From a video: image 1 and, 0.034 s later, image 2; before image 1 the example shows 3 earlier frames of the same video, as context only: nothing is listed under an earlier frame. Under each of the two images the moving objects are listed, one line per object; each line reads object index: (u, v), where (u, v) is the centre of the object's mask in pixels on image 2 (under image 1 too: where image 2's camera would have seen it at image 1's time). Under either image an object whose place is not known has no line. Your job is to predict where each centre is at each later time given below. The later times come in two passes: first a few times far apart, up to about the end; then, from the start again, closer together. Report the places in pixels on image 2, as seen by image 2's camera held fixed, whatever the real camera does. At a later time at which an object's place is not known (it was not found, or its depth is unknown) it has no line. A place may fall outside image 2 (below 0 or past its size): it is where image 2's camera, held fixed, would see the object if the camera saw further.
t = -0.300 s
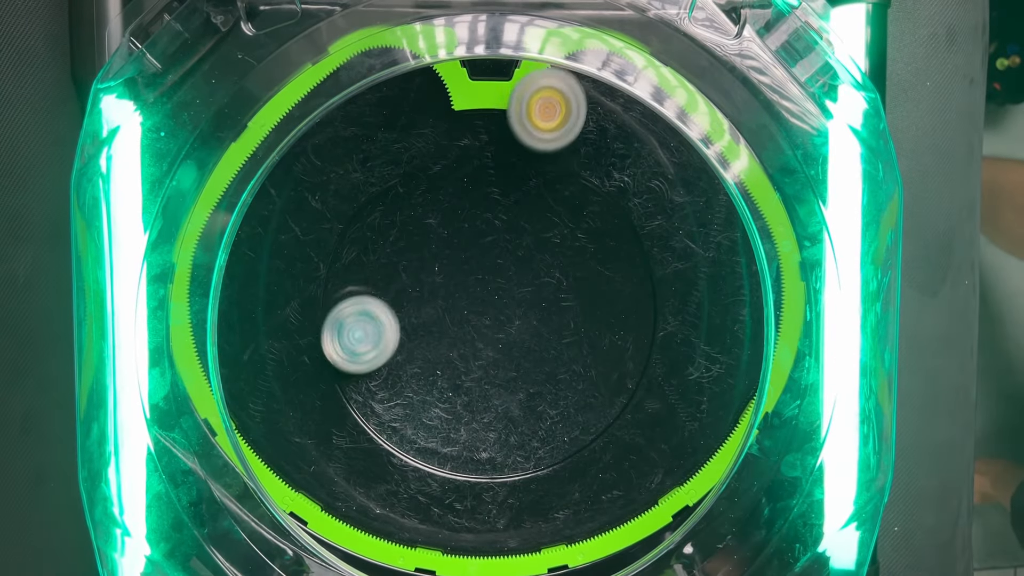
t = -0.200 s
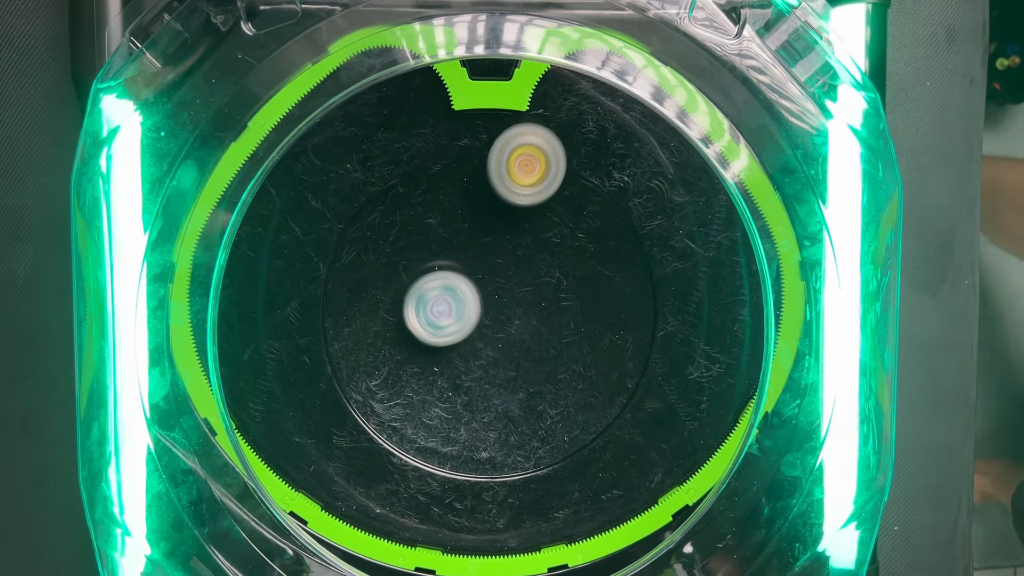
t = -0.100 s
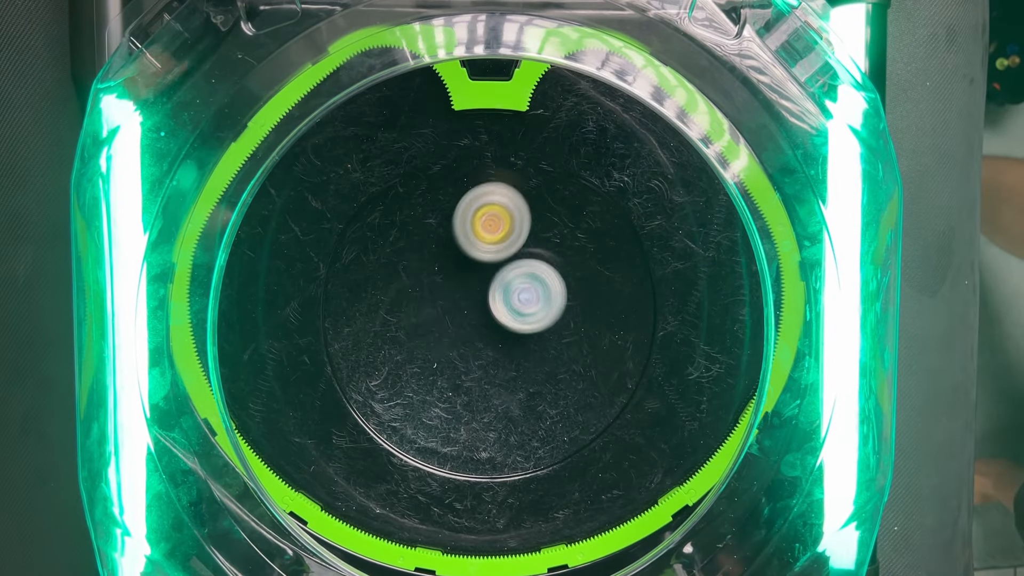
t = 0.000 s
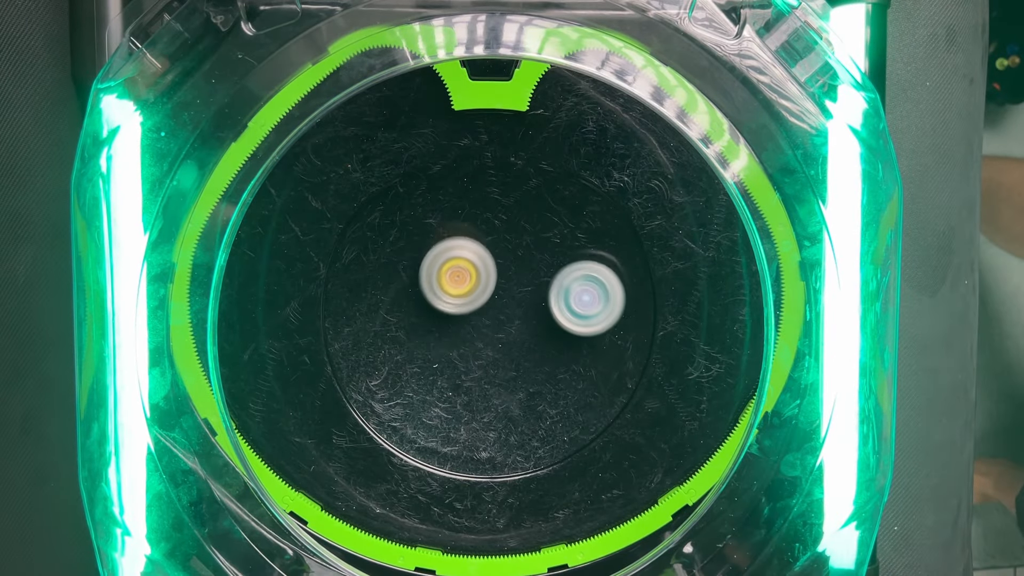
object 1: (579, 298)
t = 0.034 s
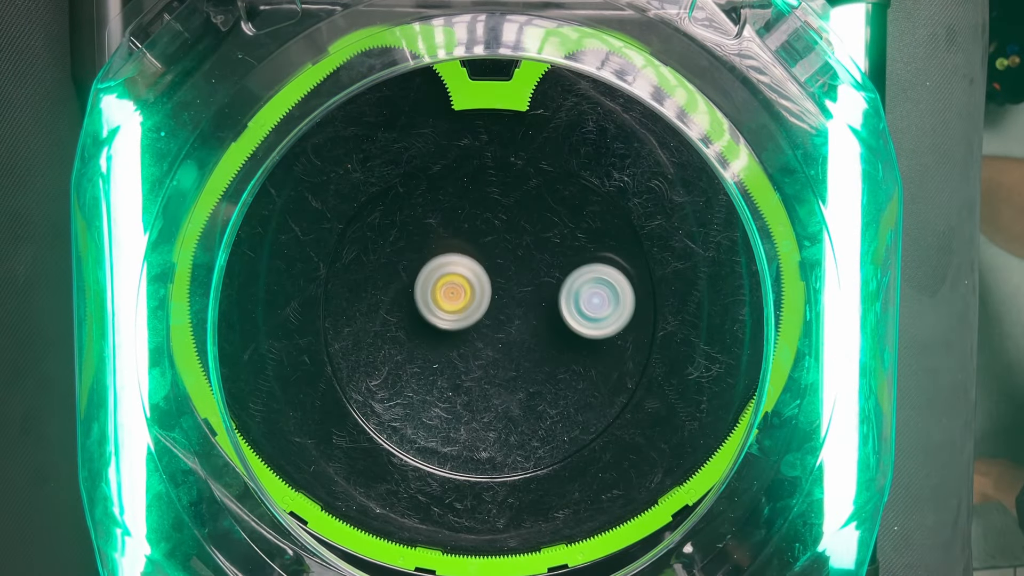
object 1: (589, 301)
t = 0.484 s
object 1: (643, 273)
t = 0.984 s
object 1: (270, 439)
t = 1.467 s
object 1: (671, 460)
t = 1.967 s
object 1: (361, 194)
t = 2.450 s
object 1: (540, 116)
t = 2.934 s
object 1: (679, 423)
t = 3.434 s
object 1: (436, 425)
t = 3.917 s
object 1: (570, 154)
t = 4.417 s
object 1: (564, 422)
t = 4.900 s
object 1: (507, 156)
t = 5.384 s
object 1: (478, 244)
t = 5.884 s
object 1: (629, 257)
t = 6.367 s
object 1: (609, 310)
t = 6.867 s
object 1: (496, 383)
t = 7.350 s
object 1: (471, 392)
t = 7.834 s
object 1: (496, 377)
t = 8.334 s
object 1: (422, 403)
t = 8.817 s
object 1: (462, 268)
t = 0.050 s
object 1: (592, 303)
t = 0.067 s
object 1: (595, 305)
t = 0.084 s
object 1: (595, 306)
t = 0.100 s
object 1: (594, 308)
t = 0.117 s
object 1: (592, 310)
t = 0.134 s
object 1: (588, 312)
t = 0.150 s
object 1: (583, 314)
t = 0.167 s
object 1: (576, 317)
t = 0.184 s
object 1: (569, 319)
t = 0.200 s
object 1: (560, 322)
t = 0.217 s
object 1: (565, 322)
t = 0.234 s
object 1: (589, 320)
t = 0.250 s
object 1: (614, 317)
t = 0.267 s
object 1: (637, 314)
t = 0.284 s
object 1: (650, 311)
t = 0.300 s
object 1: (653, 307)
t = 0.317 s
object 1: (656, 303)
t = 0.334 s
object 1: (659, 298)
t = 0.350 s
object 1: (663, 293)
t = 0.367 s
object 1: (663, 288)
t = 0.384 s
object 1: (663, 286)
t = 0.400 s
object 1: (661, 283)
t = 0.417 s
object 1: (659, 280)
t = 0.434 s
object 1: (656, 277)
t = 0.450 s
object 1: (653, 276)
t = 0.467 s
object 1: (649, 275)
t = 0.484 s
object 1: (643, 273)
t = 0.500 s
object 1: (635, 272)
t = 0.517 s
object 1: (626, 271)
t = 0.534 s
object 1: (614, 270)
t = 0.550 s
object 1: (602, 269)
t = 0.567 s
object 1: (589, 269)
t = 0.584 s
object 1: (574, 269)
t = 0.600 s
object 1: (558, 269)
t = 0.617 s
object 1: (540, 269)
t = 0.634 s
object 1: (522, 271)
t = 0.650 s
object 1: (502, 273)
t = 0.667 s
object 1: (483, 277)
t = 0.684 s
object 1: (463, 281)
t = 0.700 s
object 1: (444, 286)
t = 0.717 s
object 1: (423, 292)
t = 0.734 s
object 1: (404, 299)
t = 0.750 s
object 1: (384, 307)
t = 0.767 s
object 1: (366, 315)
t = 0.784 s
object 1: (349, 324)
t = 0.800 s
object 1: (331, 334)
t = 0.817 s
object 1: (316, 344)
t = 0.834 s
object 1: (306, 354)
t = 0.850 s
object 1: (300, 363)
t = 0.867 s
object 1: (295, 372)
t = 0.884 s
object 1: (291, 380)
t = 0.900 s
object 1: (287, 389)
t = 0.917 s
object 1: (282, 400)
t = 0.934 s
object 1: (279, 409)
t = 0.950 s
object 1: (275, 418)
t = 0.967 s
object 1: (272, 429)
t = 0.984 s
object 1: (270, 439)
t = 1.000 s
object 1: (269, 448)
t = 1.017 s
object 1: (265, 461)
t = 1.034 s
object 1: (264, 474)
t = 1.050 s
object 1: (290, 478)
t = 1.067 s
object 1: (315, 484)
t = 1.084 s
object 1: (344, 487)
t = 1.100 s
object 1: (371, 490)
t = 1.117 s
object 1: (403, 494)
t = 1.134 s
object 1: (431, 497)
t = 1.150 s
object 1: (451, 500)
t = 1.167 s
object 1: (475, 503)
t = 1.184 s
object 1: (500, 505)
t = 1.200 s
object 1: (523, 506)
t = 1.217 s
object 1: (545, 507)
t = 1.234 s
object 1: (565, 507)
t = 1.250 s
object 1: (584, 506)
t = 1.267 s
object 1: (600, 506)
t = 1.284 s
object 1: (615, 505)
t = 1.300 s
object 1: (629, 503)
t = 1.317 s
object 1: (641, 501)
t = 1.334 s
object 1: (651, 498)
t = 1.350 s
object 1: (658, 495)
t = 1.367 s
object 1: (664, 490)
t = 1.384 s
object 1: (667, 485)
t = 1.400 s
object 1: (670, 481)
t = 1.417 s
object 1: (672, 476)
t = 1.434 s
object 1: (672, 471)
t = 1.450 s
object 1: (672, 466)
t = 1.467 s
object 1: (671, 460)
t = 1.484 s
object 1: (670, 454)
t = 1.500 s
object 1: (668, 449)
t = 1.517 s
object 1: (666, 444)
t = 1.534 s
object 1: (663, 438)
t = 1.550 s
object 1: (660, 432)
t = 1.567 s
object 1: (657, 425)
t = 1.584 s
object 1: (654, 420)
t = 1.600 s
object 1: (649, 413)
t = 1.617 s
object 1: (645, 407)
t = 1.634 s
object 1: (641, 401)
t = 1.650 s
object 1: (636, 395)
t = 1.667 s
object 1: (631, 388)
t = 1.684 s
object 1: (624, 380)
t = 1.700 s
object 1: (617, 370)
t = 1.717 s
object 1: (608, 359)
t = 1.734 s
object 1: (600, 348)
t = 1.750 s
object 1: (589, 336)
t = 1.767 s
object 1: (577, 323)
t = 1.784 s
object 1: (565, 309)
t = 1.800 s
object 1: (550, 295)
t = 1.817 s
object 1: (535, 282)
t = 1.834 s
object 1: (519, 268)
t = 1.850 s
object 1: (501, 255)
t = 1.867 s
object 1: (482, 243)
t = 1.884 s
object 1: (462, 232)
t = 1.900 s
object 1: (442, 221)
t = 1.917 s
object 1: (422, 213)
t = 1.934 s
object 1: (401, 206)
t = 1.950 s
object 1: (381, 199)
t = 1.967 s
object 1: (361, 194)
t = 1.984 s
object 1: (343, 196)
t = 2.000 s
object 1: (327, 197)
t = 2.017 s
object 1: (311, 198)
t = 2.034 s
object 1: (297, 200)
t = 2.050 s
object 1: (280, 204)
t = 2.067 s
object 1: (262, 208)
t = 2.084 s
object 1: (246, 210)
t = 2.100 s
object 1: (235, 216)
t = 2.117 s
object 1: (210, 220)
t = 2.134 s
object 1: (195, 231)
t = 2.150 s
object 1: (194, 273)
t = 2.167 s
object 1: (217, 321)
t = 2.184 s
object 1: (228, 367)
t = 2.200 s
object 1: (237, 411)
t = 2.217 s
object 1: (275, 453)
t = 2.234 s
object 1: (334, 485)
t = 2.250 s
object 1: (407, 518)
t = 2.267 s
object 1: (477, 543)
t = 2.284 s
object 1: (550, 529)
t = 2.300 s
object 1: (622, 507)
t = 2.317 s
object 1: (681, 470)
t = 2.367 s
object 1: (770, 274)
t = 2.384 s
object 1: (736, 211)
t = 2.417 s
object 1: (635, 112)
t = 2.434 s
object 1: (571, 87)
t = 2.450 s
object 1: (540, 116)
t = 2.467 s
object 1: (509, 173)
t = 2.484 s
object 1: (478, 235)
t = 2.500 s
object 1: (449, 293)
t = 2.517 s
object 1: (419, 352)
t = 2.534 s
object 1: (393, 407)
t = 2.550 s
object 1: (370, 462)
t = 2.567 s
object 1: (351, 509)
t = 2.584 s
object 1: (350, 542)
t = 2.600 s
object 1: (362, 552)
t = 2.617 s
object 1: (375, 561)
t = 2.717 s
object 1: (485, 562)
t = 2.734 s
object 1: (505, 556)
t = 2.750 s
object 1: (523, 552)
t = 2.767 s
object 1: (543, 546)
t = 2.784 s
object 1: (562, 539)
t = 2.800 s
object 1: (579, 529)
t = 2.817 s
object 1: (596, 514)
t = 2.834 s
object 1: (611, 502)
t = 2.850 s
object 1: (625, 489)
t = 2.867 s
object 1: (639, 475)
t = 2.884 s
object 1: (651, 462)
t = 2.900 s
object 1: (662, 450)
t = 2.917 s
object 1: (671, 437)
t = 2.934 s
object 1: (679, 423)
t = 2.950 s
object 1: (686, 409)
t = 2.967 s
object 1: (693, 395)
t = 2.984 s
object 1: (698, 379)
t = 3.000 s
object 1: (702, 364)
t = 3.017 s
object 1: (704, 348)
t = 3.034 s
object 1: (705, 330)
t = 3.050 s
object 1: (705, 313)
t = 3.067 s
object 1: (704, 296)
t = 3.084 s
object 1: (697, 278)
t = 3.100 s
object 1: (693, 261)
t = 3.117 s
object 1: (688, 243)
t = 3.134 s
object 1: (681, 225)
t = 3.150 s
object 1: (674, 207)
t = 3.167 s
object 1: (666, 189)
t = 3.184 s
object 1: (656, 171)
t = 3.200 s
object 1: (644, 153)
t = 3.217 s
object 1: (631, 136)
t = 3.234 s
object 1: (617, 120)
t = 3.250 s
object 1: (605, 108)
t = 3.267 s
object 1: (583, 93)
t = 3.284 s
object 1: (572, 84)
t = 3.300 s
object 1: (552, 95)
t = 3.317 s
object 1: (538, 129)
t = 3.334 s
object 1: (520, 177)
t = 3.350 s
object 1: (506, 220)
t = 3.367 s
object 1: (490, 264)
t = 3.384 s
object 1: (476, 306)
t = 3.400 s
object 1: (461, 346)
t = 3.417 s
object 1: (448, 388)
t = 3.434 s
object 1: (436, 425)
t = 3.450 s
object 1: (423, 466)
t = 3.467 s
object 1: (418, 492)
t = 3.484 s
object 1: (415, 513)
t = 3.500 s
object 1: (414, 534)
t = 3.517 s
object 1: (411, 547)
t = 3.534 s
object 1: (411, 556)
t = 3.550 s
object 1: (419, 560)
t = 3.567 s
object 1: (419, 553)
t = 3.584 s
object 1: (427, 545)
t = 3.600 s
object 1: (435, 535)
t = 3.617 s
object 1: (443, 518)
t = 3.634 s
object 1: (452, 502)
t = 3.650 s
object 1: (460, 488)
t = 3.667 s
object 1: (468, 472)
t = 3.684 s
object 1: (476, 455)
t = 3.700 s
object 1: (484, 437)
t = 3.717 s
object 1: (495, 418)
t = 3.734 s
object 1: (505, 399)
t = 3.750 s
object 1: (514, 380)
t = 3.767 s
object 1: (525, 358)
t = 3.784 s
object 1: (534, 337)
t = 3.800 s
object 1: (542, 314)
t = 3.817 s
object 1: (551, 291)
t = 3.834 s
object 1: (560, 267)
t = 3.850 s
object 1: (562, 244)
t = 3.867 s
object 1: (565, 222)
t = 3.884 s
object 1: (568, 199)
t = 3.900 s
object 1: (570, 176)
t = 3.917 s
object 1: (570, 154)
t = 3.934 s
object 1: (569, 132)
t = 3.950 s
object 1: (567, 111)
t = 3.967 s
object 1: (564, 97)
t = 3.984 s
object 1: (562, 86)
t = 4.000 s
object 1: (560, 97)
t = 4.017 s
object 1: (563, 124)
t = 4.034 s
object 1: (562, 163)
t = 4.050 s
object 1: (561, 200)
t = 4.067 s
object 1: (562, 237)
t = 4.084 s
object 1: (561, 274)
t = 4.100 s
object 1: (560, 307)
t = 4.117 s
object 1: (560, 334)
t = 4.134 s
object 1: (563, 348)
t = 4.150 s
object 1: (565, 359)
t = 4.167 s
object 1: (567, 372)
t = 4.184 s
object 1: (569, 383)
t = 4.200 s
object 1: (571, 394)
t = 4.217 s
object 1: (572, 403)
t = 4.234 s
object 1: (572, 411)
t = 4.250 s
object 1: (573, 418)
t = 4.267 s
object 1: (572, 424)
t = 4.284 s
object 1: (572, 429)
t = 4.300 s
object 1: (571, 432)
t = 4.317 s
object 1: (571, 435)
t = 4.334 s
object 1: (570, 436)
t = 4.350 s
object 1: (569, 435)
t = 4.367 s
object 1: (567, 434)
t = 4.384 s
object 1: (566, 431)
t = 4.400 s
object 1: (565, 428)
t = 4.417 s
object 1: (564, 422)
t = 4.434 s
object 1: (563, 416)
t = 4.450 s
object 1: (562, 409)
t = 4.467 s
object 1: (561, 401)
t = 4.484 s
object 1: (559, 392)
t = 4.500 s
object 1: (557, 382)
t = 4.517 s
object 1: (557, 372)
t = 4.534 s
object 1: (555, 361)
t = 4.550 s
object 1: (554, 349)
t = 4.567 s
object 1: (552, 337)
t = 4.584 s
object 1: (550, 324)
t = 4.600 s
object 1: (549, 312)
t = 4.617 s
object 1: (547, 299)
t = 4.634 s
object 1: (545, 286)
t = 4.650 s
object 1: (543, 272)
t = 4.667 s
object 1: (542, 258)
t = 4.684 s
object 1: (541, 245)
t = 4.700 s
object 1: (539, 231)
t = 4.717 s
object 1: (537, 219)
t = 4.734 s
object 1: (534, 208)
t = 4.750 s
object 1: (532, 198)
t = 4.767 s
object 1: (529, 189)
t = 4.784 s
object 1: (525, 180)
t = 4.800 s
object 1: (521, 173)
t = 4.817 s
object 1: (519, 167)
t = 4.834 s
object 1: (517, 164)
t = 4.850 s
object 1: (514, 160)
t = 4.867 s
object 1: (511, 158)
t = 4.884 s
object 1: (509, 157)
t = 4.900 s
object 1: (507, 156)
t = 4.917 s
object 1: (505, 156)
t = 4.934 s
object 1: (503, 156)
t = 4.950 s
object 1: (501, 157)
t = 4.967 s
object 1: (499, 158)
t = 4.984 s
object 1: (498, 159)
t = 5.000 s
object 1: (496, 161)
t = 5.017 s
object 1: (494, 163)
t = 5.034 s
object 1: (493, 165)
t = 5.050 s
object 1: (491, 168)
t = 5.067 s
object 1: (490, 169)
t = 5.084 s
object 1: (488, 172)
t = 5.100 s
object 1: (487, 176)
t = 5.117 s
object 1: (486, 179)
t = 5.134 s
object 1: (484, 183)
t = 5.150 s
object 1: (483, 187)
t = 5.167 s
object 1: (481, 191)
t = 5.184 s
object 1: (481, 194)
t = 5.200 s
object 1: (480, 199)
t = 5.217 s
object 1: (478, 203)
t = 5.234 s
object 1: (477, 207)
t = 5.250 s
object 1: (476, 212)
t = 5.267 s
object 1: (477, 215)
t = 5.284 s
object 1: (476, 220)
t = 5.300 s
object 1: (478, 223)
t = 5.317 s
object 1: (476, 228)
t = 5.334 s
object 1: (476, 232)
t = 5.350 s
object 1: (476, 236)
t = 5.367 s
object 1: (476, 240)
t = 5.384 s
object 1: (478, 244)
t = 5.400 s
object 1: (478, 248)
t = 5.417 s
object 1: (479, 252)
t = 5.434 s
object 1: (481, 256)
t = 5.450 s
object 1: (482, 260)
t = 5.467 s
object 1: (483, 264)
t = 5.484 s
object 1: (485, 268)
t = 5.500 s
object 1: (486, 272)
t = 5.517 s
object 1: (488, 275)
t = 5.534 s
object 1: (489, 279)
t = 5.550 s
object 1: (491, 283)
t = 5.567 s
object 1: (493, 287)
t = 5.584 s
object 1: (495, 290)
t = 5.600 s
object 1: (497, 294)
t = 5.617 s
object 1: (498, 297)
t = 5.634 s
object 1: (501, 301)
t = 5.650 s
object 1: (503, 304)
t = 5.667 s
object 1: (506, 307)
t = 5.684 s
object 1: (508, 310)
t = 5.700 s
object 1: (511, 312)
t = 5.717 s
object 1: (532, 304)
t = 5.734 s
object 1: (556, 294)
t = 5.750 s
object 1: (572, 286)
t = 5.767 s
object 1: (589, 279)
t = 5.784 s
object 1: (604, 273)
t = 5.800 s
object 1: (617, 267)
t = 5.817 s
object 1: (630, 262)
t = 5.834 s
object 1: (634, 260)
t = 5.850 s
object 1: (633, 259)
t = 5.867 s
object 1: (631, 258)
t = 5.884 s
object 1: (629, 257)
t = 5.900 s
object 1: (625, 257)
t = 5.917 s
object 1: (622, 257)
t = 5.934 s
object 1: (618, 256)
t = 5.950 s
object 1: (614, 256)
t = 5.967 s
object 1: (611, 257)
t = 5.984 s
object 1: (608, 257)
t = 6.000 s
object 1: (604, 257)
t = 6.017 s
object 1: (600, 258)
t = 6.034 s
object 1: (597, 259)
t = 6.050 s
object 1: (593, 260)
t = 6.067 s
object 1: (590, 261)
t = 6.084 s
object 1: (586, 262)
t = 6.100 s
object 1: (582, 263)
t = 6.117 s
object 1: (579, 265)
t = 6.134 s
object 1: (576, 267)
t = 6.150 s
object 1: (572, 269)
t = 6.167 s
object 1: (570, 270)
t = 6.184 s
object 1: (567, 272)
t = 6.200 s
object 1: (565, 274)
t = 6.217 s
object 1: (562, 276)
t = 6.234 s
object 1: (560, 279)
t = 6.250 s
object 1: (557, 281)
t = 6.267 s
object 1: (554, 283)
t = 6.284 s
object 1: (552, 286)
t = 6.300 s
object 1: (550, 288)
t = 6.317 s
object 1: (557, 292)
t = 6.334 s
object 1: (575, 298)
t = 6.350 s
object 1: (593, 304)
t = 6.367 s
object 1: (609, 310)
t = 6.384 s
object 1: (622, 317)
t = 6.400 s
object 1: (634, 322)
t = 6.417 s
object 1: (641, 327)
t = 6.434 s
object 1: (641, 331)
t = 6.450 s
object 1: (641, 334)
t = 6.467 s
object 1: (638, 337)
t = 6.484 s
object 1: (634, 340)
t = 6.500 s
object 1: (628, 343)
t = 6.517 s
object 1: (623, 345)
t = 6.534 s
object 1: (618, 347)
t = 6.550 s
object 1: (612, 350)
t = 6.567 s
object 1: (606, 352)
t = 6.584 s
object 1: (600, 354)
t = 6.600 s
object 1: (594, 357)
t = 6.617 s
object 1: (588, 358)
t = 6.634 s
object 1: (582, 360)
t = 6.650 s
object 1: (575, 362)
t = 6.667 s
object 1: (570, 364)
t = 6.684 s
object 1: (563, 366)
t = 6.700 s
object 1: (557, 368)
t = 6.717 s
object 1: (550, 370)
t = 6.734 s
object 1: (544, 371)
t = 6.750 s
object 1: (537, 373)
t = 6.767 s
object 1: (531, 374)
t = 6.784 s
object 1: (525, 376)
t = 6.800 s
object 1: (519, 377)
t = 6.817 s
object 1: (513, 379)
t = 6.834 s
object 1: (507, 380)
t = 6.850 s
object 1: (501, 381)
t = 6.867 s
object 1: (496, 383)
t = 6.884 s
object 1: (491, 383)
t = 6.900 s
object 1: (485, 385)
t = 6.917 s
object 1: (481, 385)
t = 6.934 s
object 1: (476, 386)
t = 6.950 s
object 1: (472, 386)
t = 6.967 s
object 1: (468, 387)
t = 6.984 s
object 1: (465, 387)
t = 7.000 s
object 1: (462, 388)
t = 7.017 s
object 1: (459, 388)
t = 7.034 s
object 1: (456, 388)
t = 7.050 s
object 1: (454, 388)
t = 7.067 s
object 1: (453, 388)
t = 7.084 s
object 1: (451, 388)
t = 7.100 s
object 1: (450, 388)
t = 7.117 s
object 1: (451, 388)
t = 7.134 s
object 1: (451, 388)
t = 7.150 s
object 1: (451, 388)
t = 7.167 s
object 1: (452, 388)
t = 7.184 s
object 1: (451, 389)
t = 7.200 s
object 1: (452, 389)
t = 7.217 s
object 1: (454, 389)
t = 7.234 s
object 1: (455, 390)
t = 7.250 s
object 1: (457, 390)
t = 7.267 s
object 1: (458, 391)
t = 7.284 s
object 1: (462, 391)
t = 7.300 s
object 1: (463, 391)
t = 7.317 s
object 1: (465, 392)
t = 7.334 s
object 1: (468, 392)
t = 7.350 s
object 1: (471, 392)
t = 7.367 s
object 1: (473, 393)
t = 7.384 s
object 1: (476, 394)
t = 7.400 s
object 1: (479, 394)
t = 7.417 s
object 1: (482, 395)
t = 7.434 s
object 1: (484, 396)
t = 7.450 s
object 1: (486, 397)
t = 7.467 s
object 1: (488, 398)
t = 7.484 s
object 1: (490, 398)
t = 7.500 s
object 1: (491, 399)
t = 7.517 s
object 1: (492, 398)
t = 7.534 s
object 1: (494, 398)
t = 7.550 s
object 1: (496, 398)
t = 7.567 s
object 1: (497, 397)
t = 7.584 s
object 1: (498, 397)
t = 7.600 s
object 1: (499, 396)
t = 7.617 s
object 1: (499, 396)
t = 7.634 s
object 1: (500, 395)
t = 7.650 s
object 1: (500, 394)
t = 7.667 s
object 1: (500, 393)
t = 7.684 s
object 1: (500, 392)
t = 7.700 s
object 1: (500, 390)
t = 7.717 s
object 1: (500, 389)
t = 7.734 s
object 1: (500, 388)
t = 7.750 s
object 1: (500, 386)
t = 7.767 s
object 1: (499, 385)
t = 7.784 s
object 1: (499, 383)
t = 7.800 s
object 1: (498, 381)
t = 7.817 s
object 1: (497, 379)
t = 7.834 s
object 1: (496, 377)
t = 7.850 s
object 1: (495, 375)
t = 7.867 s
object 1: (495, 373)
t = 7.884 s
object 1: (494, 370)
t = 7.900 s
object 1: (493, 369)
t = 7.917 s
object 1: (491, 366)
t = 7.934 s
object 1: (490, 364)
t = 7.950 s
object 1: (482, 369)
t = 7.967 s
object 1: (471, 381)
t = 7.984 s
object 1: (458, 391)
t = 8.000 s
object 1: (448, 399)
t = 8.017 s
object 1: (438, 406)
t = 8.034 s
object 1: (429, 411)
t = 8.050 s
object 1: (422, 415)
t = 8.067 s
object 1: (417, 418)
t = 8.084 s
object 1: (413, 420)
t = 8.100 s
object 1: (411, 420)
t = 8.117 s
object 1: (409, 421)
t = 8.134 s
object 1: (409, 420)
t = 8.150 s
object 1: (409, 420)
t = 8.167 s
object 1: (409, 419)
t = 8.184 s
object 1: (410, 418)
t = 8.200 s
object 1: (410, 418)
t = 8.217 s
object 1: (411, 416)
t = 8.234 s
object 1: (412, 415)
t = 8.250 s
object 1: (414, 414)
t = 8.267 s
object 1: (415, 412)
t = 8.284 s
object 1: (417, 410)
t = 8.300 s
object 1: (419, 408)
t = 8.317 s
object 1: (420, 405)
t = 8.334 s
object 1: (422, 403)
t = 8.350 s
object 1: (423, 401)
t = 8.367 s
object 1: (425, 398)
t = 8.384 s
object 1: (426, 396)
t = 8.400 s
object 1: (428, 393)
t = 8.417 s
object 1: (429, 390)
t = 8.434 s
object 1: (431, 387)
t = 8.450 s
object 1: (432, 385)
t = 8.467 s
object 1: (433, 382)
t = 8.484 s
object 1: (435, 378)
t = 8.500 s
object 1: (436, 375)
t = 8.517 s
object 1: (438, 372)
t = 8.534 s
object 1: (439, 368)
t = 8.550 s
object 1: (417, 362)
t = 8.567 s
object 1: (335, 351)
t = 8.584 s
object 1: (264, 340)
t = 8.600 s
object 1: (176, 326)
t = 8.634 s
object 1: (172, 316)
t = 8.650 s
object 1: (226, 318)
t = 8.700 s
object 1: (377, 314)
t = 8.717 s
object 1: (429, 314)
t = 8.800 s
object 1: (460, 275)
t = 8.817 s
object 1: (462, 268)
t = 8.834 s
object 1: (466, 261)
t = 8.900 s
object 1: (485, 242)
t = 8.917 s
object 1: (490, 240)
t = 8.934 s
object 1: (498, 238)
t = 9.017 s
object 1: (532, 244)
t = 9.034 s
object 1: (540, 247)
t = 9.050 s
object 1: (546, 249)
